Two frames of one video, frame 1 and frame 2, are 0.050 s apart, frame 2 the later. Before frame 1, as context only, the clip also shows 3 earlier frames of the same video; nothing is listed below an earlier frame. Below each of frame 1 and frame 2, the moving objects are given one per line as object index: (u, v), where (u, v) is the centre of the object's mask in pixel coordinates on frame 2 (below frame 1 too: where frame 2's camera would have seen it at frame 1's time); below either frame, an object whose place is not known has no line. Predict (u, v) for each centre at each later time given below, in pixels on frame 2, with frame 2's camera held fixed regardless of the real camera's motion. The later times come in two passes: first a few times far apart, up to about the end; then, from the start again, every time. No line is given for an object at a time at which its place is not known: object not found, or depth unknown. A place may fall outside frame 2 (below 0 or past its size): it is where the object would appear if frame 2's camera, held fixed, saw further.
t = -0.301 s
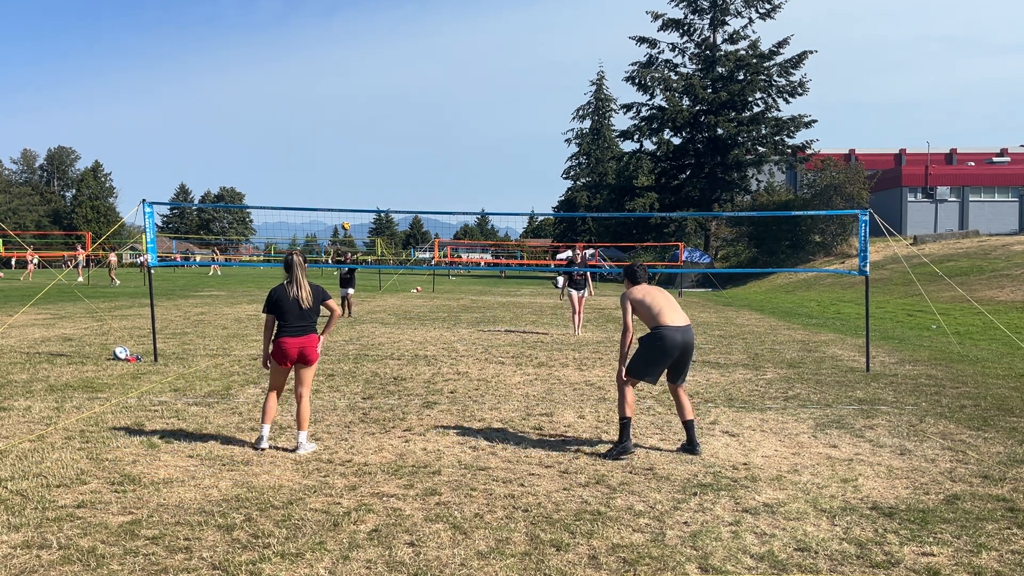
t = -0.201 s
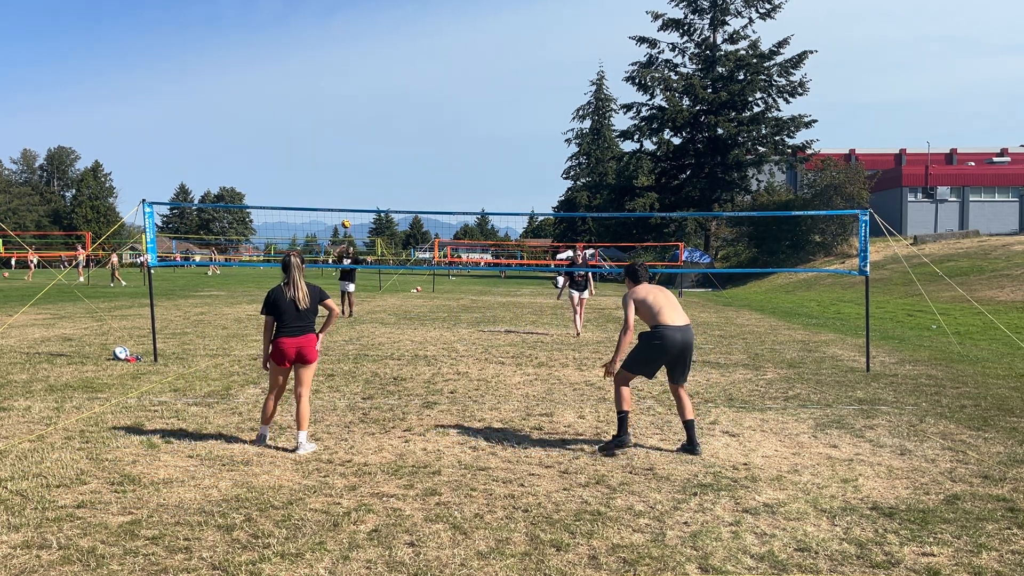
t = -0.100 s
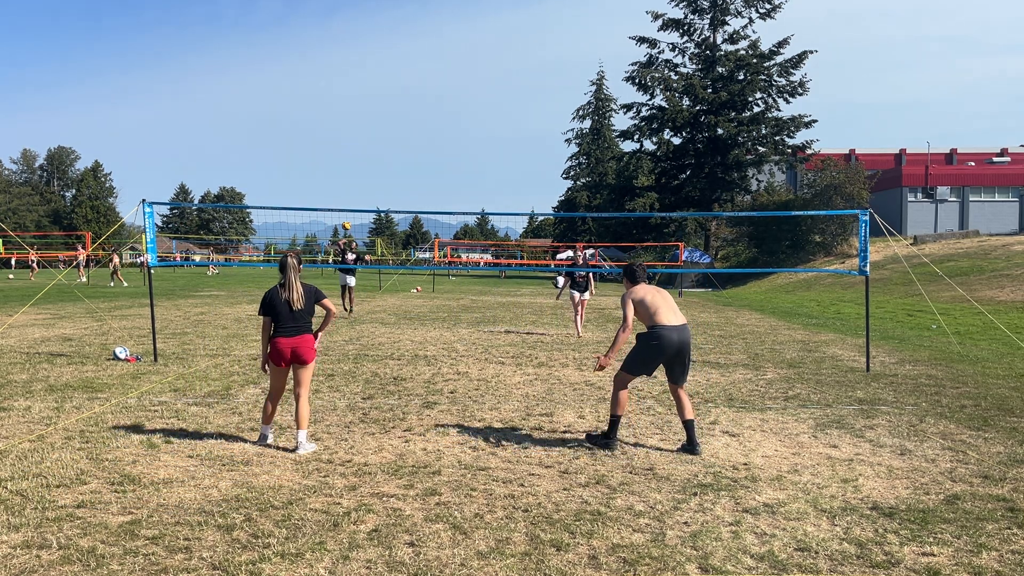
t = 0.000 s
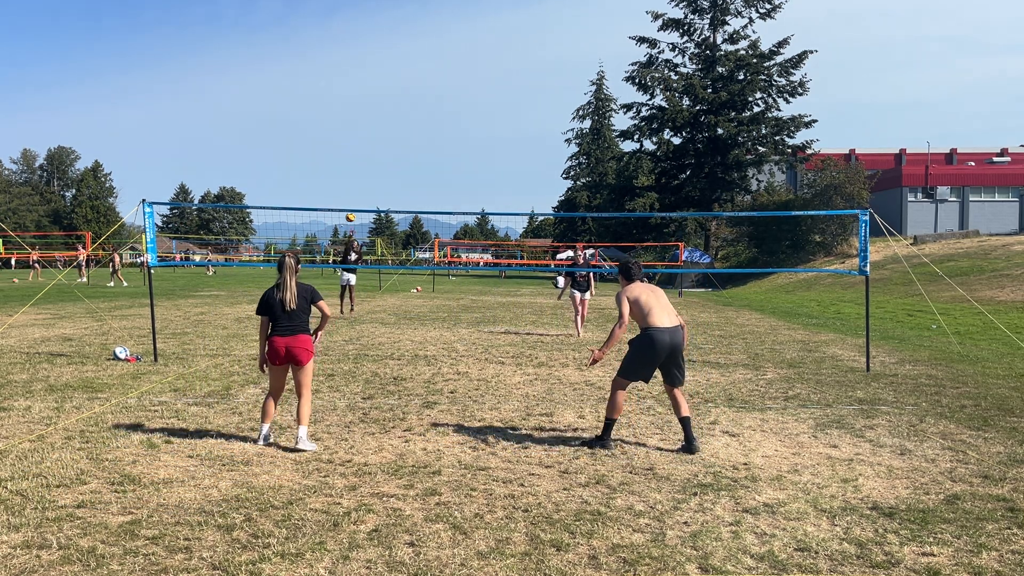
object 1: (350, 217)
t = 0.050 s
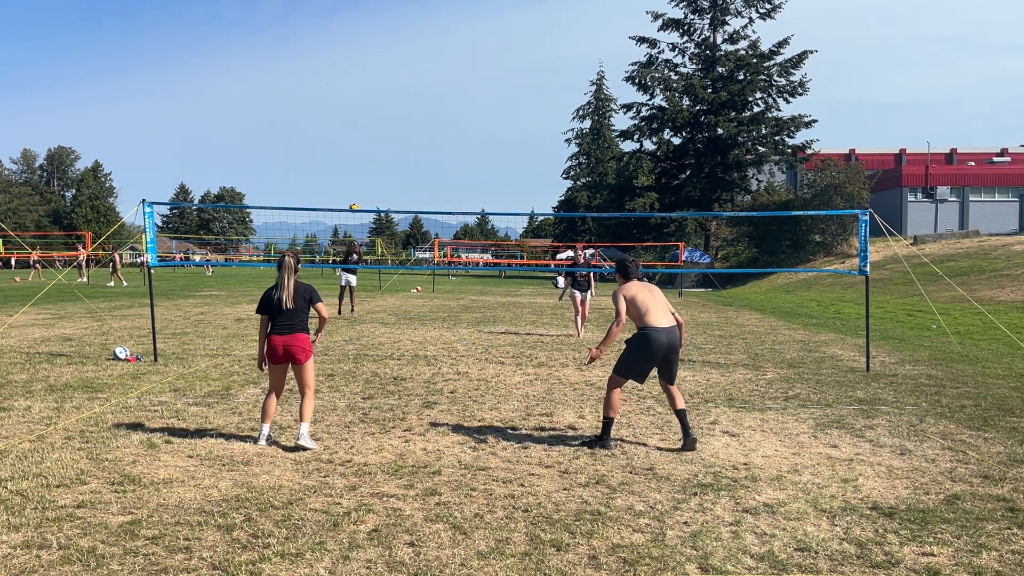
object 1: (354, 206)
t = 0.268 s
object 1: (375, 173)
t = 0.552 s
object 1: (425, 158)
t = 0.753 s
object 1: (481, 183)
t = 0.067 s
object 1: (355, 205)
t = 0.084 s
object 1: (357, 202)
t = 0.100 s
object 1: (358, 199)
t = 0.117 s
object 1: (360, 196)
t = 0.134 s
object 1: (361, 193)
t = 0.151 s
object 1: (362, 190)
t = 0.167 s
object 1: (364, 187)
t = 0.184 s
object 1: (366, 185)
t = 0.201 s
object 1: (367, 182)
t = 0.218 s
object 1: (369, 180)
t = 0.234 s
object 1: (371, 177)
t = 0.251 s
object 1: (373, 175)
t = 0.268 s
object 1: (375, 173)
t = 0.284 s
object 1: (377, 171)
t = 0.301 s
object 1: (380, 169)
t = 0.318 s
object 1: (382, 167)
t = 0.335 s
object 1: (384, 166)
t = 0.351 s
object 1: (387, 164)
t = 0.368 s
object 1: (389, 163)
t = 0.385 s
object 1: (392, 162)
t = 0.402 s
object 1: (395, 161)
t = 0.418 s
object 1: (398, 160)
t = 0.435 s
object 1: (401, 159)
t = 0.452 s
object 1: (404, 158)
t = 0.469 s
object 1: (407, 158)
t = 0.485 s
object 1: (411, 158)
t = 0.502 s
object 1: (414, 158)
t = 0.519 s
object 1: (418, 157)
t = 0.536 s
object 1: (421, 158)
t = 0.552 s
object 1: (425, 158)
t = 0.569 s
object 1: (429, 159)
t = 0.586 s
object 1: (433, 160)
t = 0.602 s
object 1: (437, 161)
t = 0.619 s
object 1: (442, 162)
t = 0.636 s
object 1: (446, 163)
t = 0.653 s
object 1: (450, 165)
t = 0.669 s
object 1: (455, 168)
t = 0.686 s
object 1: (460, 170)
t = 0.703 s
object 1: (465, 173)
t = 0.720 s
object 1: (470, 176)
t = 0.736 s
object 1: (475, 180)
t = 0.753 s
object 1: (481, 183)
